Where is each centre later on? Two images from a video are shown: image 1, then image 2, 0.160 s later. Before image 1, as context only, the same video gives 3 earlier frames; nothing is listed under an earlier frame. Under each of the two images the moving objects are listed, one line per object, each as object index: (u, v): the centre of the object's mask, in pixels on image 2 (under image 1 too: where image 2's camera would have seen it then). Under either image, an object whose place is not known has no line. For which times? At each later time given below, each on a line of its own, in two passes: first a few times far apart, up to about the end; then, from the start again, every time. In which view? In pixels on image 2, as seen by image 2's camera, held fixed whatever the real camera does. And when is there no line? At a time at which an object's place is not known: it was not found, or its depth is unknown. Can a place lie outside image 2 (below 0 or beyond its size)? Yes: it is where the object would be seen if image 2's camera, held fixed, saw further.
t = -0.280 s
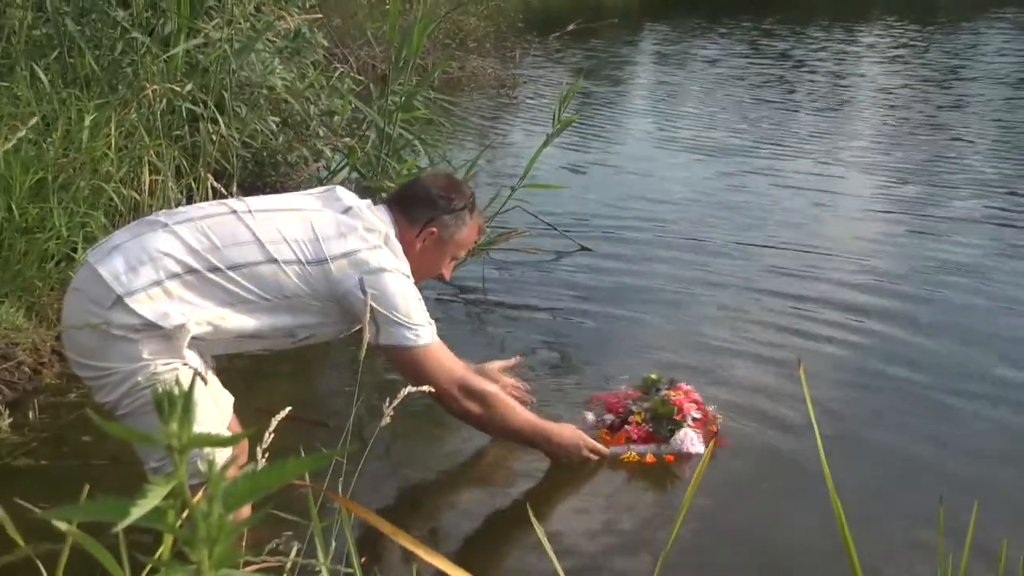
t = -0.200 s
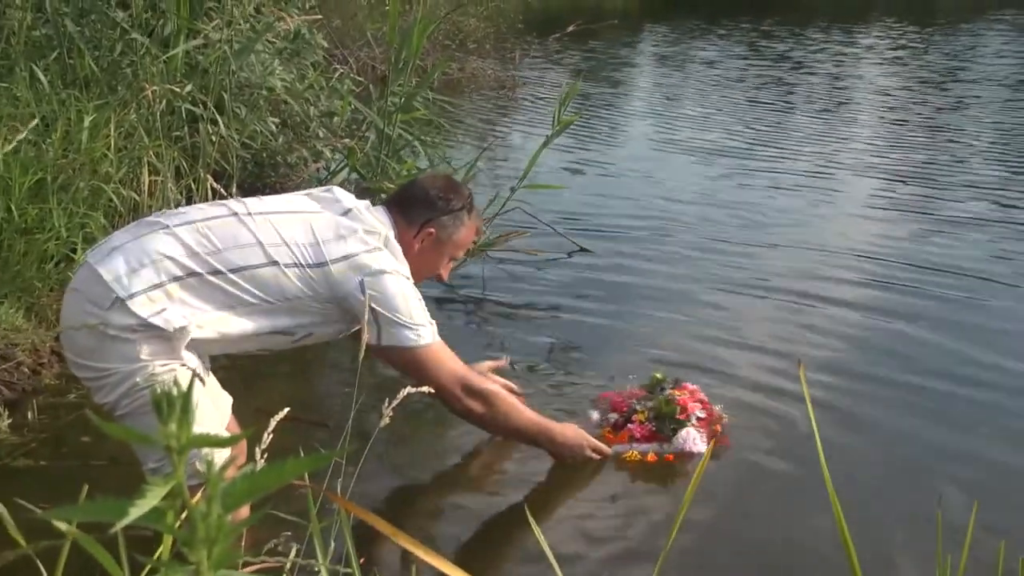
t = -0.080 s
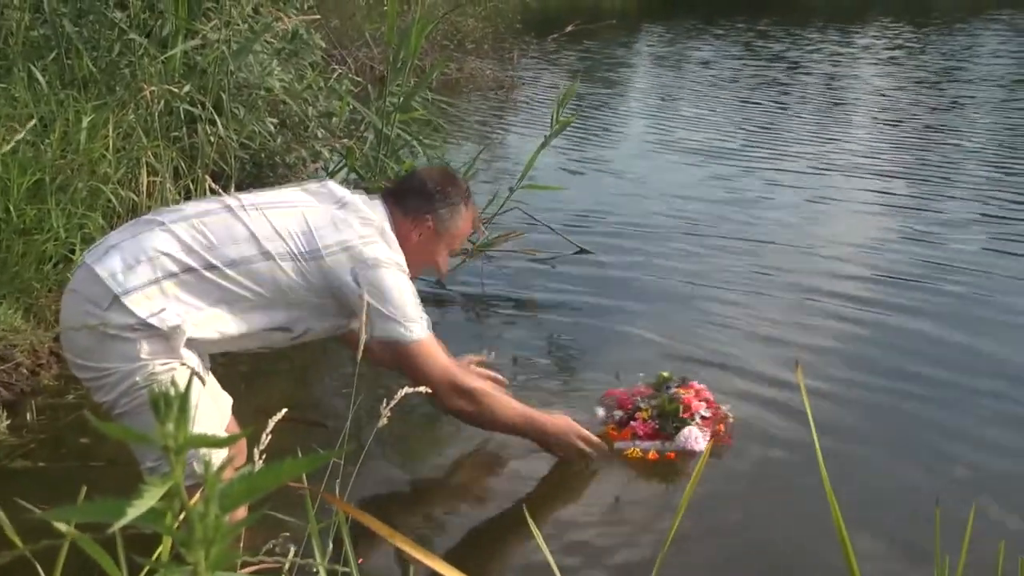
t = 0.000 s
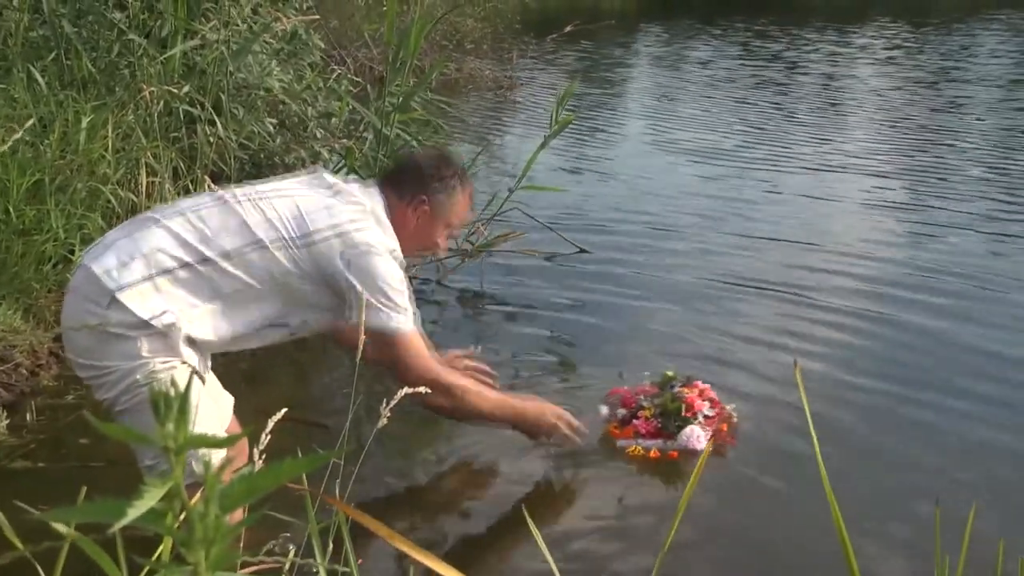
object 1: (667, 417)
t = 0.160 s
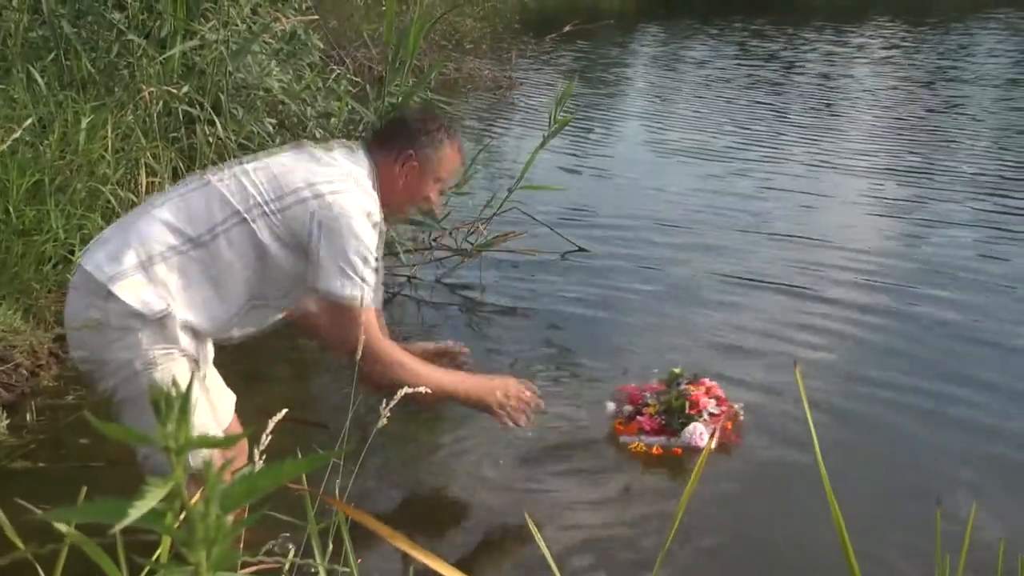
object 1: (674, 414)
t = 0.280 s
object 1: (679, 414)
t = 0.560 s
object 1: (688, 411)
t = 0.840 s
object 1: (691, 410)
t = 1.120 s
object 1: (693, 410)
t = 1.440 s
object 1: (694, 409)
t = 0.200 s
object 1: (675, 414)
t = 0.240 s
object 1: (677, 414)
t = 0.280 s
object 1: (679, 414)
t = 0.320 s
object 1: (680, 414)
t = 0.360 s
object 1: (682, 413)
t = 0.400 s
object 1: (683, 413)
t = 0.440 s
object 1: (684, 412)
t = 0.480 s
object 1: (685, 412)
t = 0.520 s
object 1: (687, 412)
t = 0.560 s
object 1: (688, 411)
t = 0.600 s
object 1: (688, 411)
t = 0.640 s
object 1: (689, 411)
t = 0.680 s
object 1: (689, 411)
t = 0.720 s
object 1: (689, 411)
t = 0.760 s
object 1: (690, 410)
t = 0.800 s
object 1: (690, 410)
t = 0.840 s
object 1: (691, 410)
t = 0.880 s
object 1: (691, 409)
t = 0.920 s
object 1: (692, 409)
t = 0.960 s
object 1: (693, 410)
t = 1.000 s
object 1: (693, 411)
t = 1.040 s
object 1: (693, 410)
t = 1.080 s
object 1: (693, 411)
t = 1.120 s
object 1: (693, 410)
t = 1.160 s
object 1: (693, 409)
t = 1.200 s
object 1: (693, 410)
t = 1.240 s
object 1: (693, 409)
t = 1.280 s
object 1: (693, 409)
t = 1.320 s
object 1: (694, 409)
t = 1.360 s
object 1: (693, 408)
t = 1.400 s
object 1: (694, 408)
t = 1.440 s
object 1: (694, 409)
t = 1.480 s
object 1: (694, 408)
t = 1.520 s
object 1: (695, 409)
